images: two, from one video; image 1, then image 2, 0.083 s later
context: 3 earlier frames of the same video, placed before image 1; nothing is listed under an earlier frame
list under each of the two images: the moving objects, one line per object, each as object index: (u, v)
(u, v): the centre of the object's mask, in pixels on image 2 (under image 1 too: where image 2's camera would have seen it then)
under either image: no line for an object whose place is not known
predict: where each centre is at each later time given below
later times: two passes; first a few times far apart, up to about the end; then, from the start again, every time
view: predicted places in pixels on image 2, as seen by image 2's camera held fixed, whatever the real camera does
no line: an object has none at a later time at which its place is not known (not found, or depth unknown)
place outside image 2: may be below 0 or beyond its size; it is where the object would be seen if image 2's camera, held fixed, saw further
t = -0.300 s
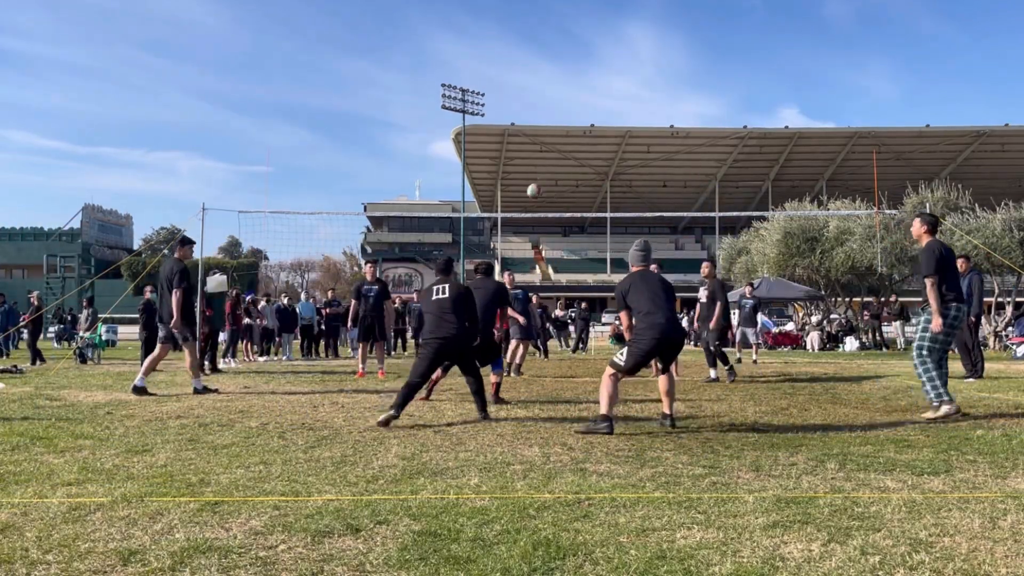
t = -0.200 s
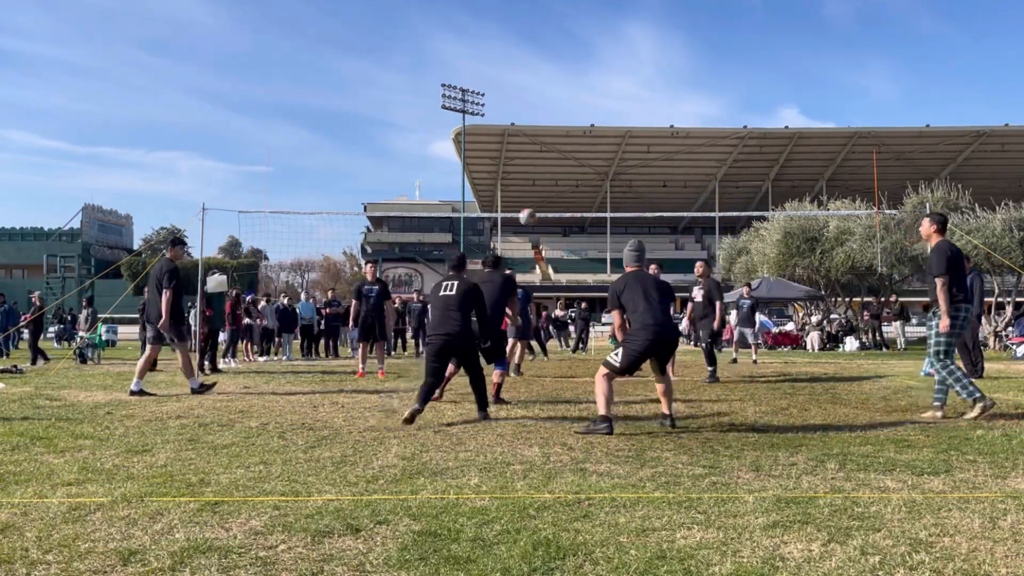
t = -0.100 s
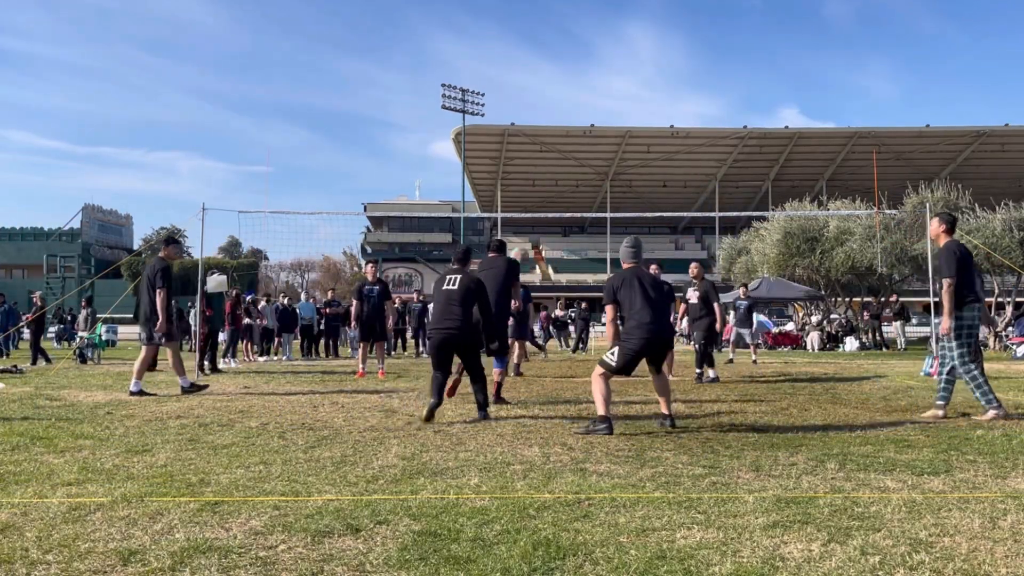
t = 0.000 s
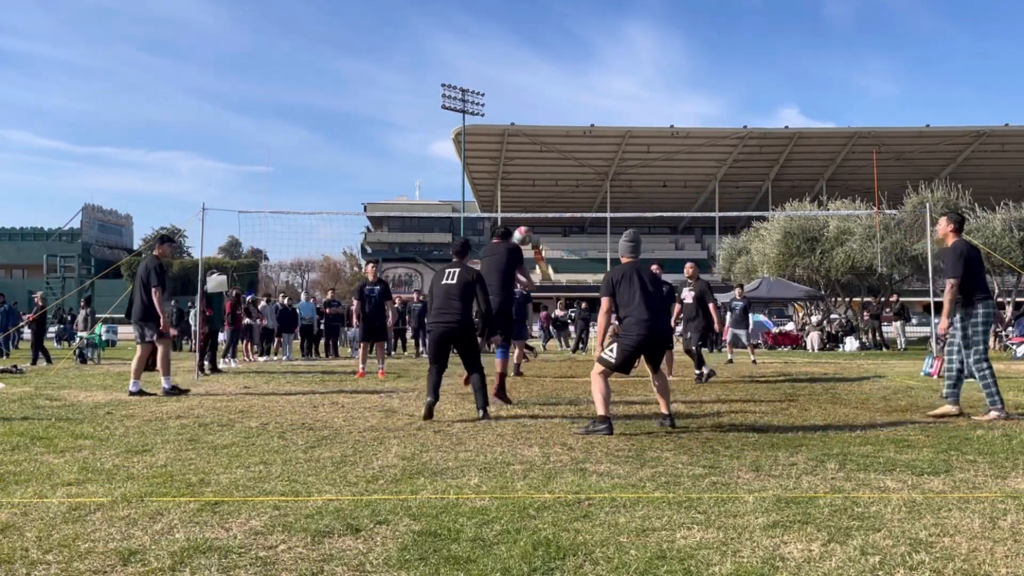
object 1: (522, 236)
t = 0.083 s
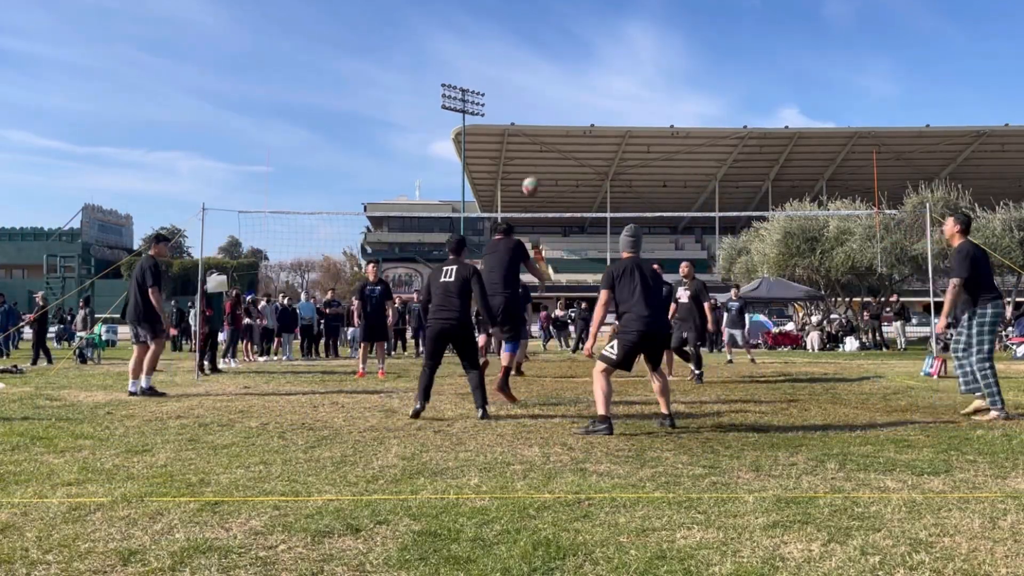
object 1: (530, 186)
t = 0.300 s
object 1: (552, 97)
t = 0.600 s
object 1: (576, 50)
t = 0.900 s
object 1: (599, 75)
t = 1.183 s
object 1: (616, 151)
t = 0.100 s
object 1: (532, 177)
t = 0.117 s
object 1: (534, 169)
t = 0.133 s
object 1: (536, 161)
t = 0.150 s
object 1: (537, 152)
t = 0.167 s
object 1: (539, 145)
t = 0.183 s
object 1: (541, 138)
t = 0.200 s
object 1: (542, 132)
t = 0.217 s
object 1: (544, 125)
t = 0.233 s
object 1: (546, 119)
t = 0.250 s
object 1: (547, 113)
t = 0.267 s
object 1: (549, 107)
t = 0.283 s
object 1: (550, 102)
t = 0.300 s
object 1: (552, 97)
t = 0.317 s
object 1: (553, 92)
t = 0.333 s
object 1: (555, 87)
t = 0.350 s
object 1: (556, 83)
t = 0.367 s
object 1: (558, 79)
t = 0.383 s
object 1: (559, 75)
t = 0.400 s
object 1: (560, 72)
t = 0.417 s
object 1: (562, 69)
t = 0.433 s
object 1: (563, 66)
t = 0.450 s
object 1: (564, 63)
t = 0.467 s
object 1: (566, 60)
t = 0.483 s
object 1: (567, 58)
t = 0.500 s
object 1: (568, 57)
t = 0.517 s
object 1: (570, 55)
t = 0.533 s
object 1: (571, 53)
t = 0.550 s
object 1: (572, 52)
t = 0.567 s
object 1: (574, 51)
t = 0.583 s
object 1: (575, 50)
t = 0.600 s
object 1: (576, 50)
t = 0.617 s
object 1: (578, 49)
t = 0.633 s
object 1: (579, 49)
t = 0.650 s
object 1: (580, 49)
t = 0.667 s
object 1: (582, 50)
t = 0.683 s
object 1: (583, 50)
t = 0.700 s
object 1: (584, 51)
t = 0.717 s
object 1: (585, 52)
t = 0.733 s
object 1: (587, 53)
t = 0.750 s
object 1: (588, 54)
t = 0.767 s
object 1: (589, 55)
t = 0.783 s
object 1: (591, 57)
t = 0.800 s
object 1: (592, 59)
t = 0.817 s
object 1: (593, 61)
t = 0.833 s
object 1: (594, 63)
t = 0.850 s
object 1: (595, 66)
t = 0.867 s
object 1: (596, 69)
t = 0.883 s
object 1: (598, 72)
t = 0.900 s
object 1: (599, 75)
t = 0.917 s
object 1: (600, 78)
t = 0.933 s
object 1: (601, 81)
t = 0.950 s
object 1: (602, 85)
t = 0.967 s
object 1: (604, 89)
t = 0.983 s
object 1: (605, 93)
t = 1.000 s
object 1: (606, 97)
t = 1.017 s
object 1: (607, 101)
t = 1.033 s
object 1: (608, 105)
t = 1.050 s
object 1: (609, 110)
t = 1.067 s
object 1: (610, 115)
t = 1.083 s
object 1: (611, 120)
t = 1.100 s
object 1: (613, 124)
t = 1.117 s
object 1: (614, 129)
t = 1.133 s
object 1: (614, 136)
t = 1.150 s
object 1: (615, 140)
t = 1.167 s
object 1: (616, 146)
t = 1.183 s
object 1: (616, 151)
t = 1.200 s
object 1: (618, 157)
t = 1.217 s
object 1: (618, 163)
